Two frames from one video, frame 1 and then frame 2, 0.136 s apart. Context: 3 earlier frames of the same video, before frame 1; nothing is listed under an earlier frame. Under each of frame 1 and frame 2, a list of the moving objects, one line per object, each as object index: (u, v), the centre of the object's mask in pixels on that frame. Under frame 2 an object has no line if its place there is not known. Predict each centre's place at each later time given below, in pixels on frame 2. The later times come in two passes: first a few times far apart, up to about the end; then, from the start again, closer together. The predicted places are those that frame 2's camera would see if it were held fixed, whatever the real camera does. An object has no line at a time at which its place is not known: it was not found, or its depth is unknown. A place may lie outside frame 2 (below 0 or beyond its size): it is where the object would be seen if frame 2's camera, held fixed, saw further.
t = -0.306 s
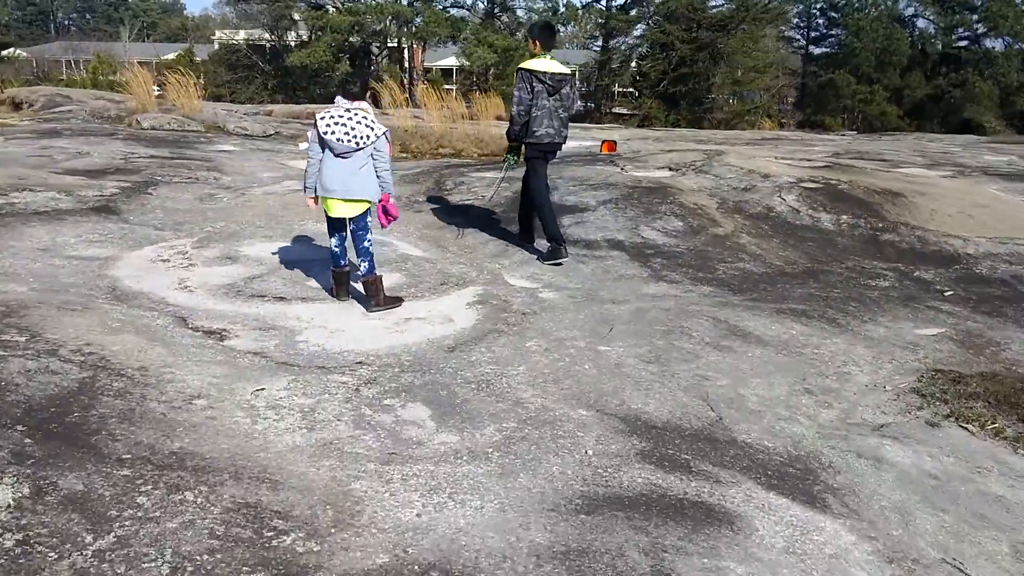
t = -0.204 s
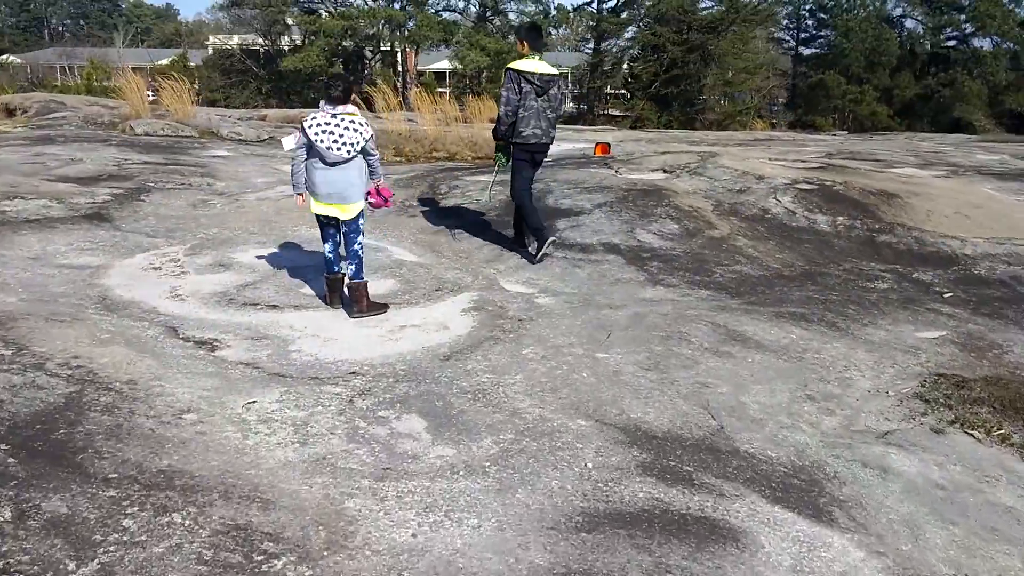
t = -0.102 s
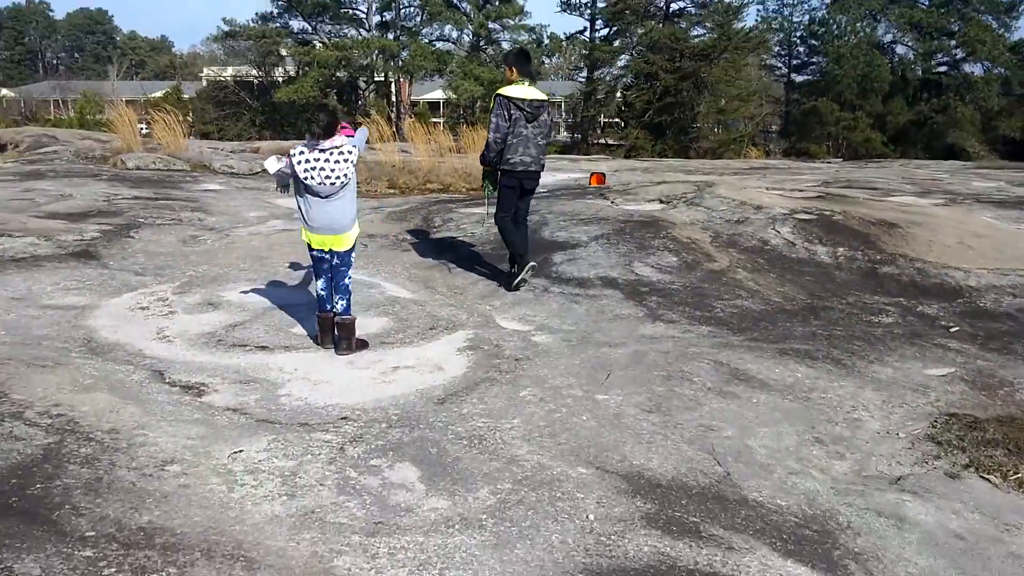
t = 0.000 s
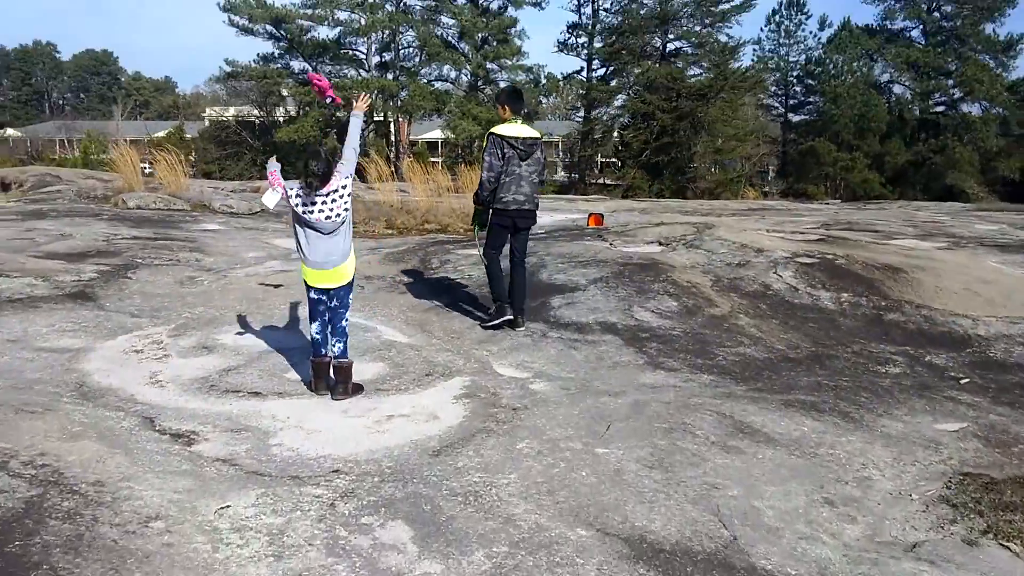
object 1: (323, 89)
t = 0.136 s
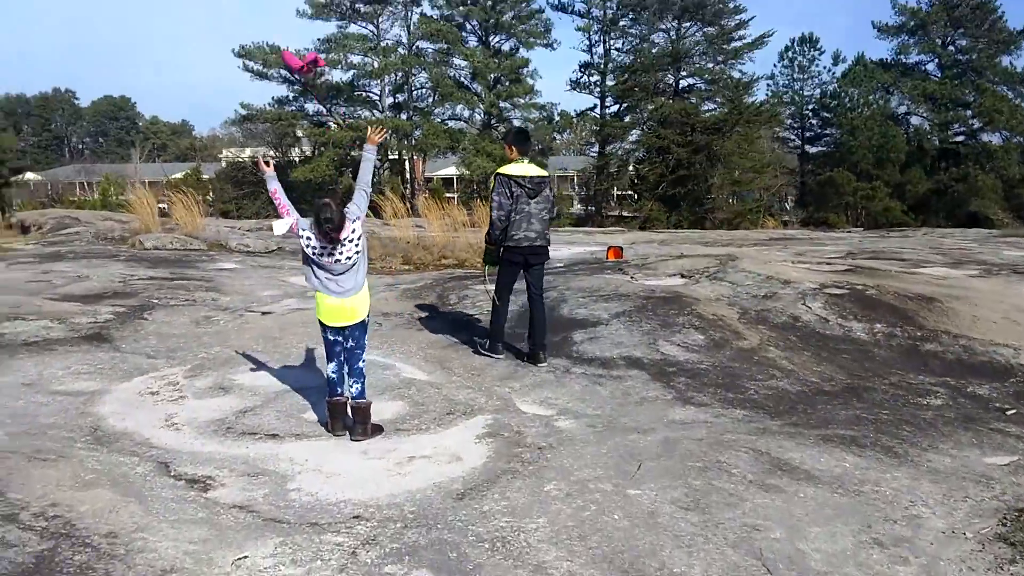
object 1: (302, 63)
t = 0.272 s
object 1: (266, 22)
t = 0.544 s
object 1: (220, 36)
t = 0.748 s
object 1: (181, 110)
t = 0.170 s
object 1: (296, 51)
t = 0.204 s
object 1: (291, 40)
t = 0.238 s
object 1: (281, 30)
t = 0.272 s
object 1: (266, 22)
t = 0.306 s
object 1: (254, 17)
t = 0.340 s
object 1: (253, 17)
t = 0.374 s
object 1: (247, 17)
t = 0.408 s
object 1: (241, 19)
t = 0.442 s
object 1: (239, 21)
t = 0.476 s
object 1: (233, 24)
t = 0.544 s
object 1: (220, 36)
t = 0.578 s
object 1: (215, 45)
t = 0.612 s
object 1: (210, 53)
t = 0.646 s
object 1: (201, 64)
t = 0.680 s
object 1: (193, 78)
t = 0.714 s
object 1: (186, 94)
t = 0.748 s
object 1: (181, 110)
